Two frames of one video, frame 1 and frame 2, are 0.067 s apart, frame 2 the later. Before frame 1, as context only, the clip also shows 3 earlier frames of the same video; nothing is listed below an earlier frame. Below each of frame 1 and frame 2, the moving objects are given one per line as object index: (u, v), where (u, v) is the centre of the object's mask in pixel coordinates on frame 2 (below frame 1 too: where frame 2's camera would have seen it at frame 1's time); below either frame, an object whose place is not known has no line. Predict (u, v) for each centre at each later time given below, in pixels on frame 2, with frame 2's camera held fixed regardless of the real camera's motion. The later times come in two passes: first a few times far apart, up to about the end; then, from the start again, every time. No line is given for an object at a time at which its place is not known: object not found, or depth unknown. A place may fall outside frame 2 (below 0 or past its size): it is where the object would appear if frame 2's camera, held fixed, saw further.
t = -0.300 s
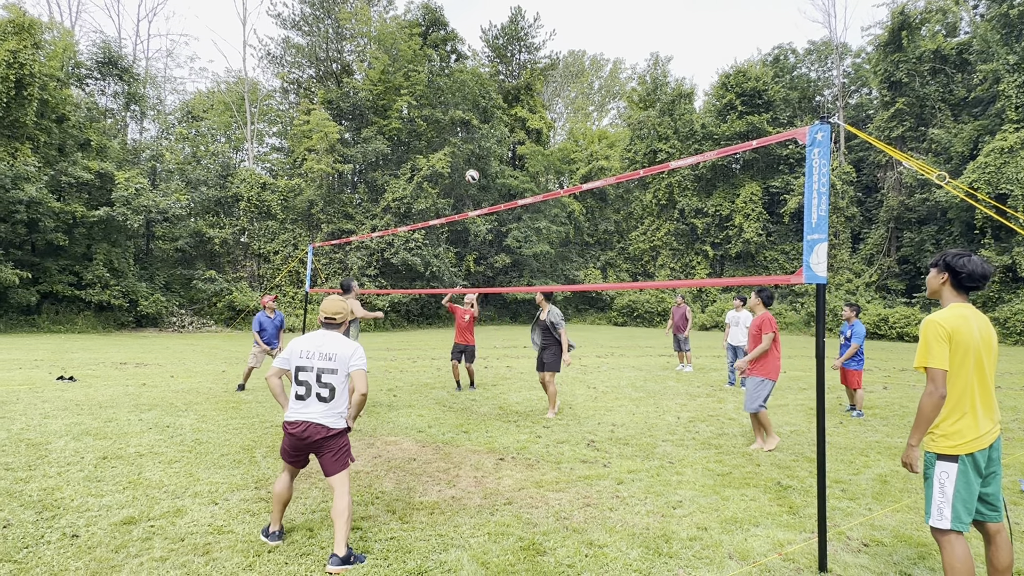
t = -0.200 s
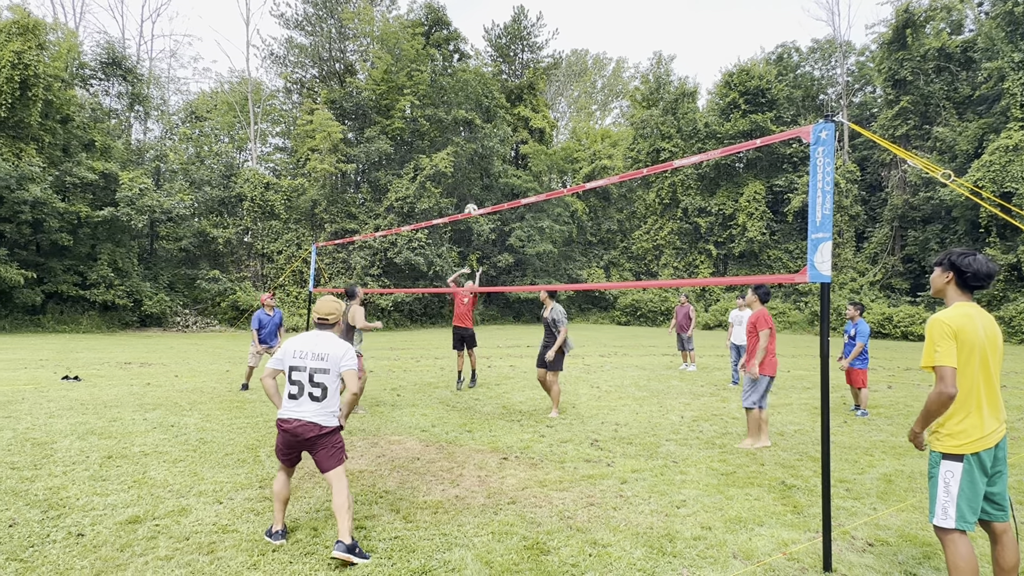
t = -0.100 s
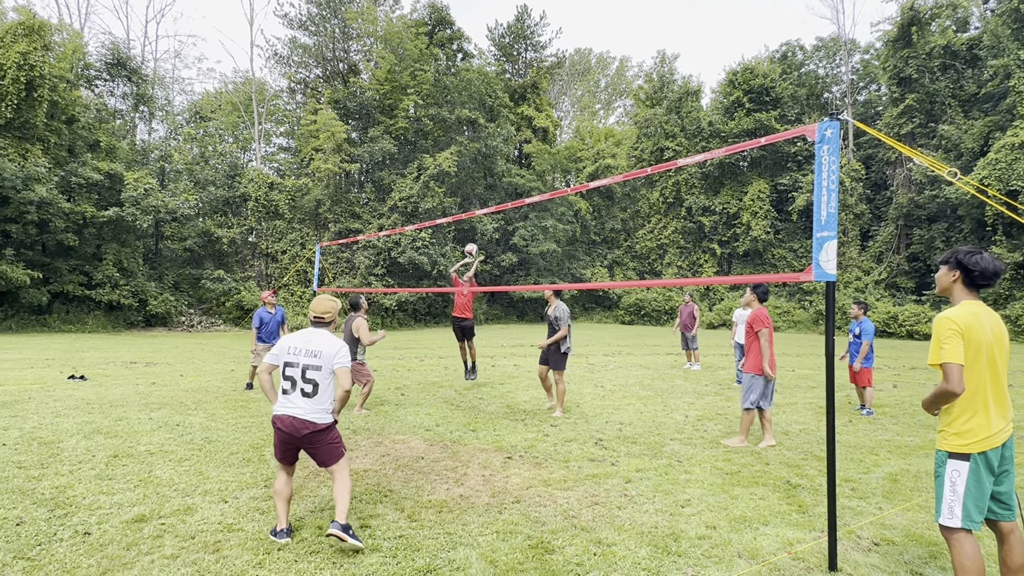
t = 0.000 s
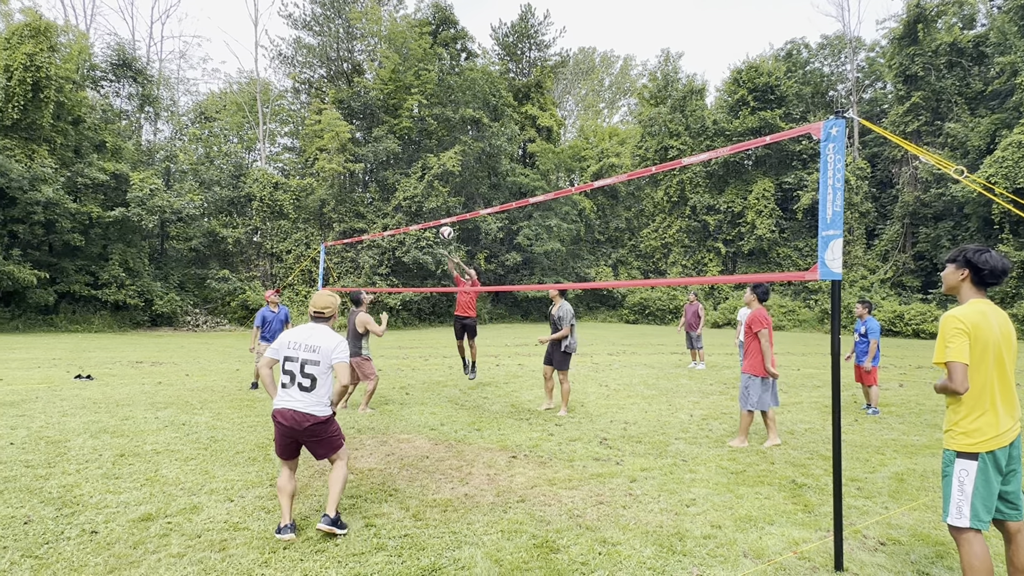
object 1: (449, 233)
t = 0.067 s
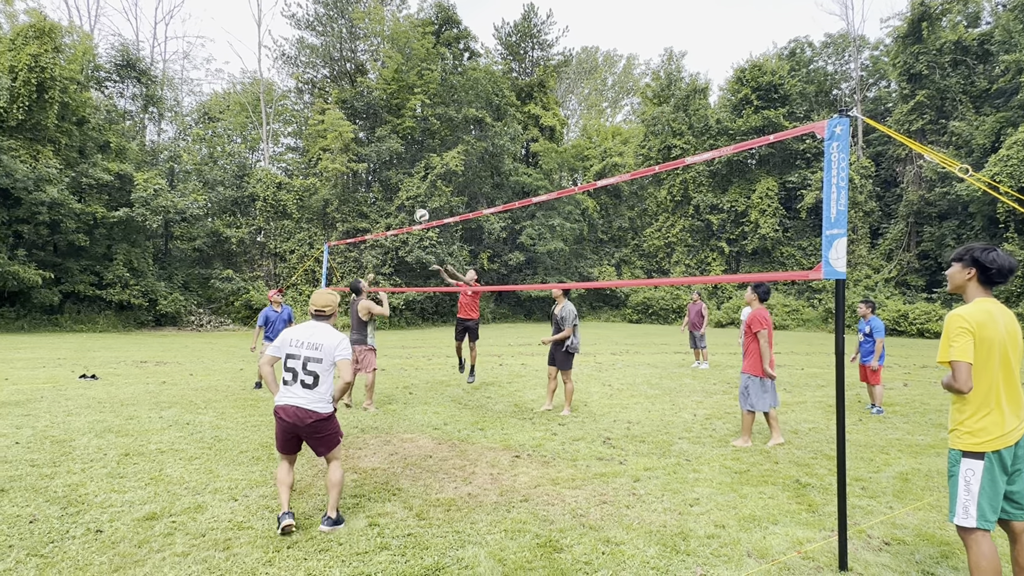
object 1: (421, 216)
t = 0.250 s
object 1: (339, 183)
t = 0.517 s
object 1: (195, 176)
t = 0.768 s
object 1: (25, 228)
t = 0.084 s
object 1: (414, 212)
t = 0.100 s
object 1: (407, 208)
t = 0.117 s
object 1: (400, 205)
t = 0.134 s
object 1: (393, 201)
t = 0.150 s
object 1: (386, 198)
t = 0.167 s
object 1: (378, 196)
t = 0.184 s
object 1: (371, 193)
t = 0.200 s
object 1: (363, 190)
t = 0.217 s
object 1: (355, 187)
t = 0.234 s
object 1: (347, 185)
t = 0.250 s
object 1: (339, 183)
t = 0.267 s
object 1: (331, 181)
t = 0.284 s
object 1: (323, 179)
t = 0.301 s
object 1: (314, 177)
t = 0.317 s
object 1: (307, 176)
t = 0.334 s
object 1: (298, 174)
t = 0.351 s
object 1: (289, 174)
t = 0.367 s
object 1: (282, 174)
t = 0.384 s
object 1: (272, 172)
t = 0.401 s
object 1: (262, 172)
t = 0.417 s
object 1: (253, 172)
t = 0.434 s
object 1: (244, 172)
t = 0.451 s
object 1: (235, 173)
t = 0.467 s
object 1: (225, 173)
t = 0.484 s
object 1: (215, 174)
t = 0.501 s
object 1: (205, 176)
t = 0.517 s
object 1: (195, 176)
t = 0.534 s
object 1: (185, 177)
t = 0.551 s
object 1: (175, 179)
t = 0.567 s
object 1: (164, 180)
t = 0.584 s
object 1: (154, 183)
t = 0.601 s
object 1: (143, 185)
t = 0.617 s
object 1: (131, 189)
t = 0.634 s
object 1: (120, 192)
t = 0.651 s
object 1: (109, 195)
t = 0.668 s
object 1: (98, 198)
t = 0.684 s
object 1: (86, 203)
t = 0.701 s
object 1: (74, 207)
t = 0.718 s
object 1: (62, 212)
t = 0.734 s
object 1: (50, 217)
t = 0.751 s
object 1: (38, 223)
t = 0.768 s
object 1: (25, 228)
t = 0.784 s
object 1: (11, 235)
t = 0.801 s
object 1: (-3, 241)
